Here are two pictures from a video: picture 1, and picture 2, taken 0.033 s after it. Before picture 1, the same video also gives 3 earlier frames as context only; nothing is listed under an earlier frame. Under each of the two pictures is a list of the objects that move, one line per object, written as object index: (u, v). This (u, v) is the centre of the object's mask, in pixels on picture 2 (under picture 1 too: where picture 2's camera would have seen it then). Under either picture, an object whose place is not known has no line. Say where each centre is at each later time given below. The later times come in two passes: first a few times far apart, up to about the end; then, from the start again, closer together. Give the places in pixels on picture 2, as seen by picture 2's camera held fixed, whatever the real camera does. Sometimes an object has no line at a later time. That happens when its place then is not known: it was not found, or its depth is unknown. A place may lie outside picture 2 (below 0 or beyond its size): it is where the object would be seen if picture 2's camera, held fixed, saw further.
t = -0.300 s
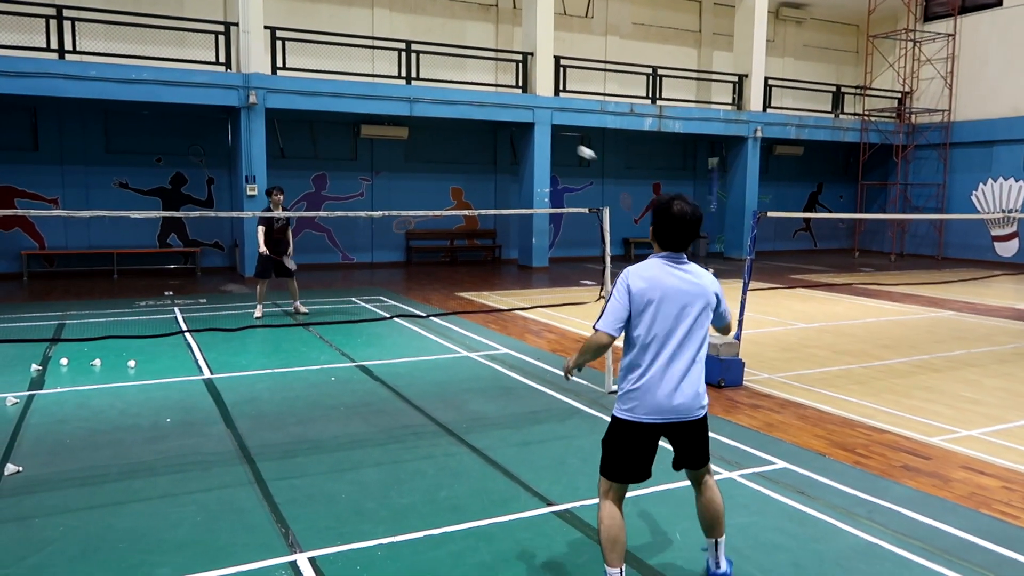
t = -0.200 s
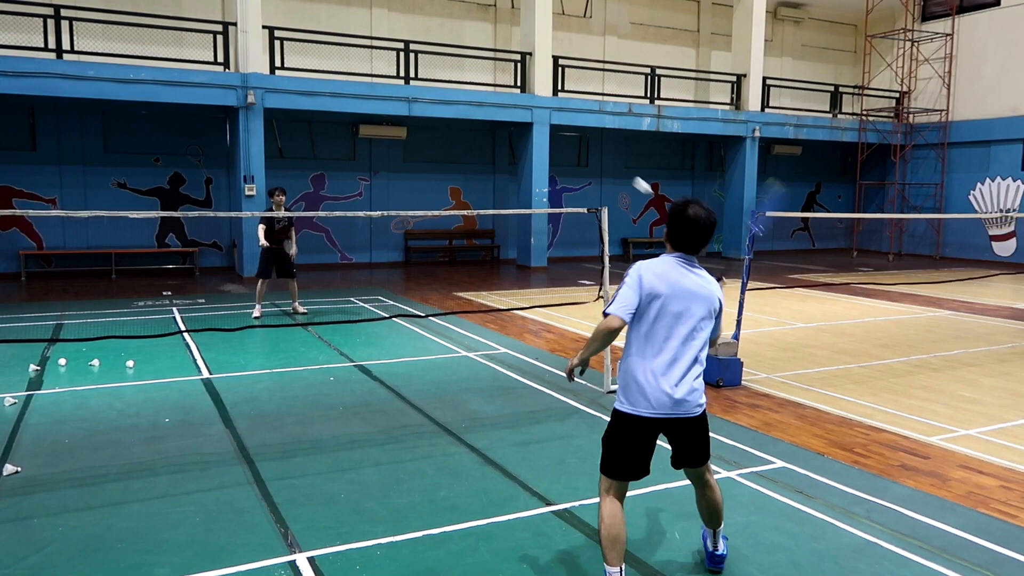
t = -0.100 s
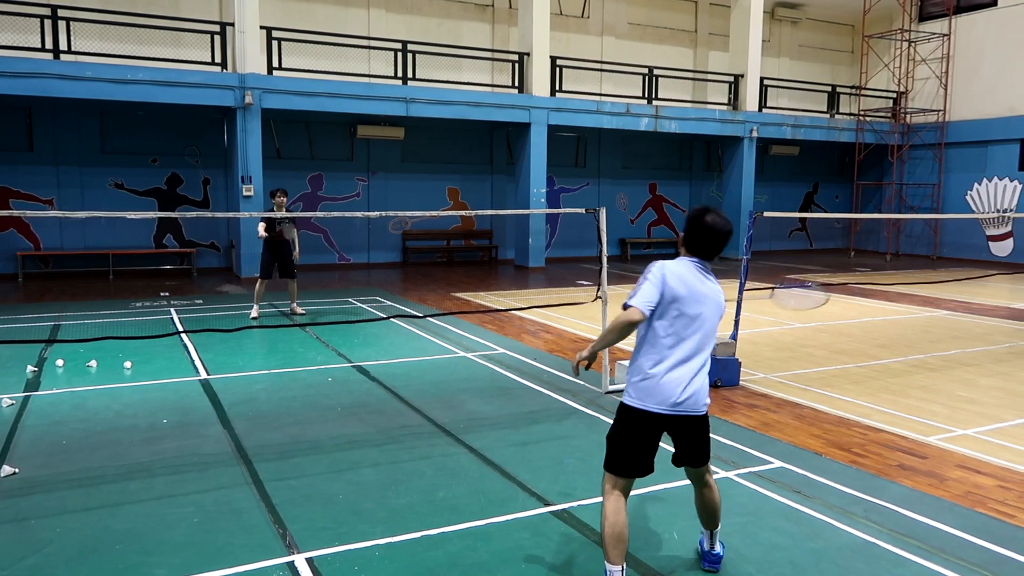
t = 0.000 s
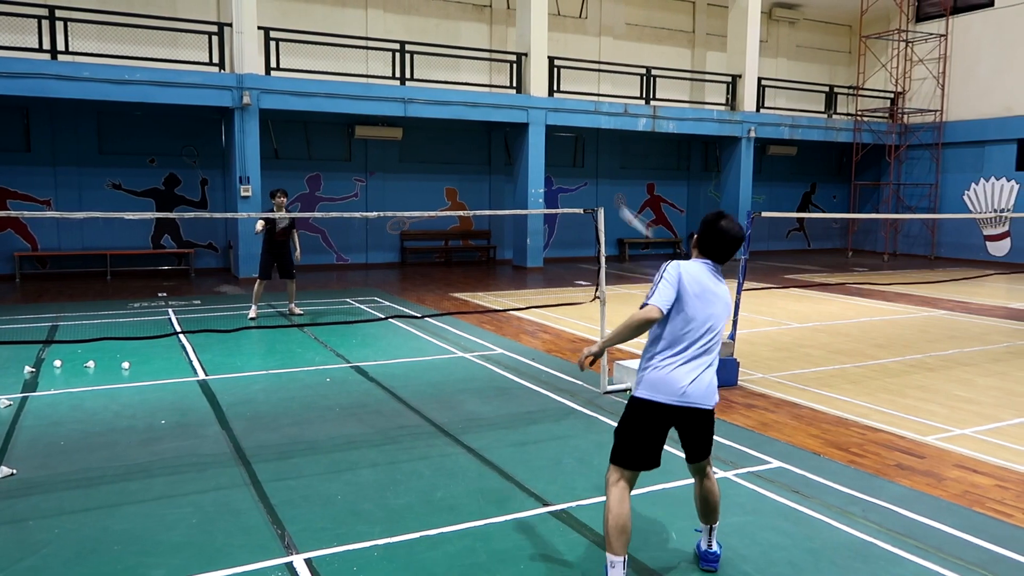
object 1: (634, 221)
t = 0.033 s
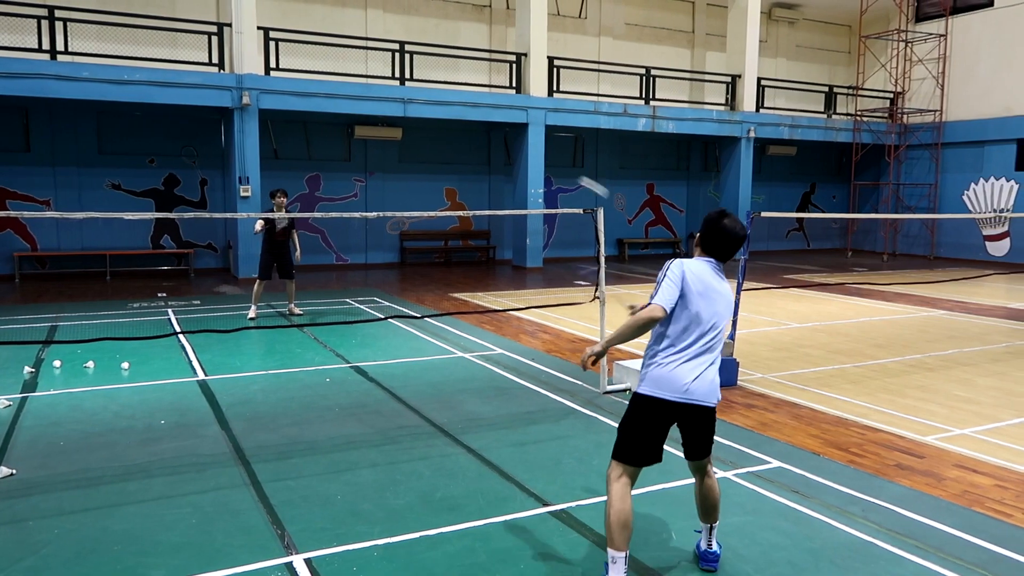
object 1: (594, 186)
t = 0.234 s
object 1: (446, 124)
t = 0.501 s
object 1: (371, 135)
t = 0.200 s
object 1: (461, 128)
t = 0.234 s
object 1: (446, 124)
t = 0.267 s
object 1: (433, 121)
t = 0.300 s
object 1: (421, 121)
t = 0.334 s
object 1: (410, 120)
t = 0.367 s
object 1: (401, 122)
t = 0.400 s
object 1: (392, 123)
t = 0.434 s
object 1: (385, 127)
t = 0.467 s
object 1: (378, 130)
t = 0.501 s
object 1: (371, 135)
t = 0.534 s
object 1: (365, 140)
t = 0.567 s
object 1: (360, 145)
